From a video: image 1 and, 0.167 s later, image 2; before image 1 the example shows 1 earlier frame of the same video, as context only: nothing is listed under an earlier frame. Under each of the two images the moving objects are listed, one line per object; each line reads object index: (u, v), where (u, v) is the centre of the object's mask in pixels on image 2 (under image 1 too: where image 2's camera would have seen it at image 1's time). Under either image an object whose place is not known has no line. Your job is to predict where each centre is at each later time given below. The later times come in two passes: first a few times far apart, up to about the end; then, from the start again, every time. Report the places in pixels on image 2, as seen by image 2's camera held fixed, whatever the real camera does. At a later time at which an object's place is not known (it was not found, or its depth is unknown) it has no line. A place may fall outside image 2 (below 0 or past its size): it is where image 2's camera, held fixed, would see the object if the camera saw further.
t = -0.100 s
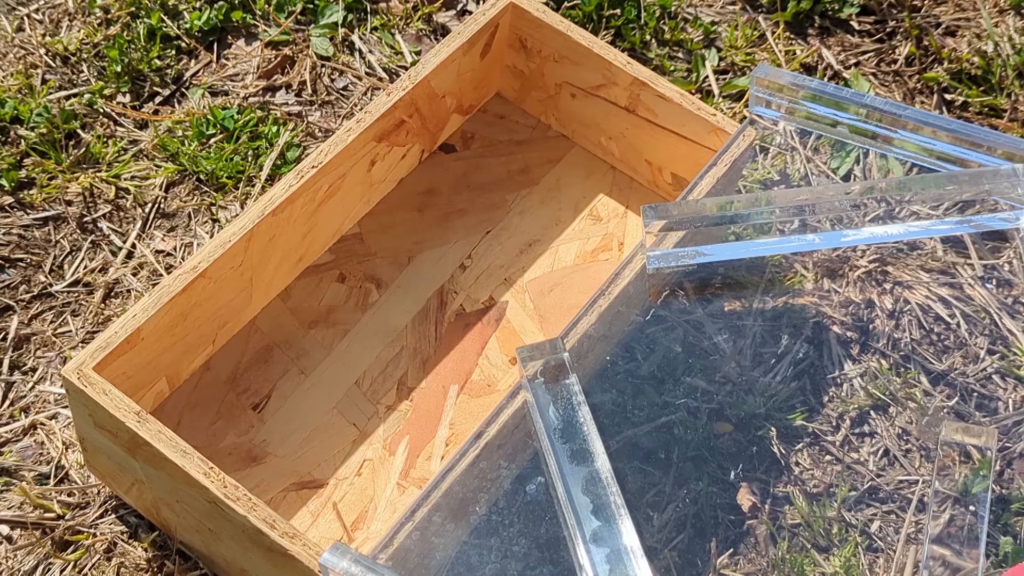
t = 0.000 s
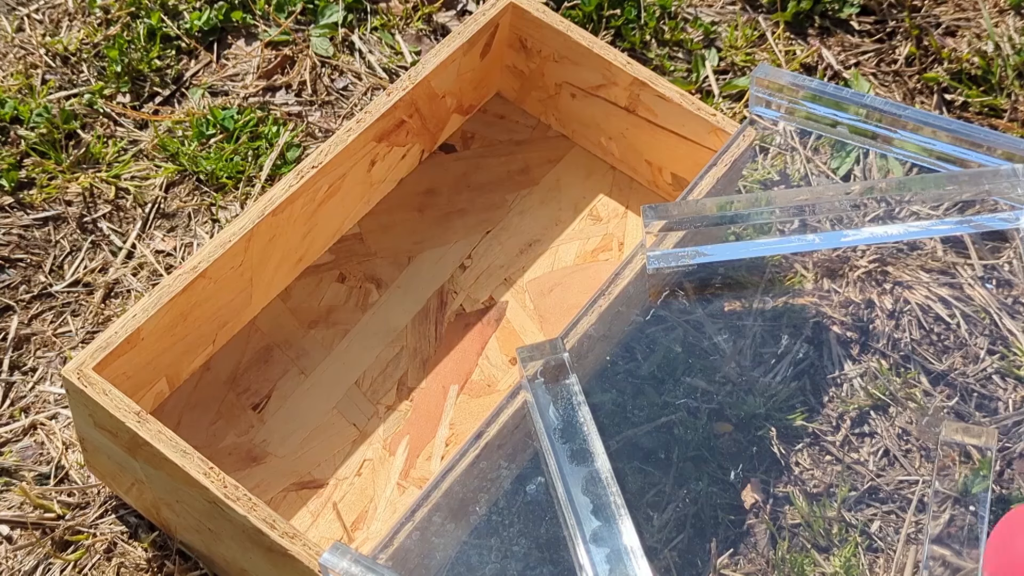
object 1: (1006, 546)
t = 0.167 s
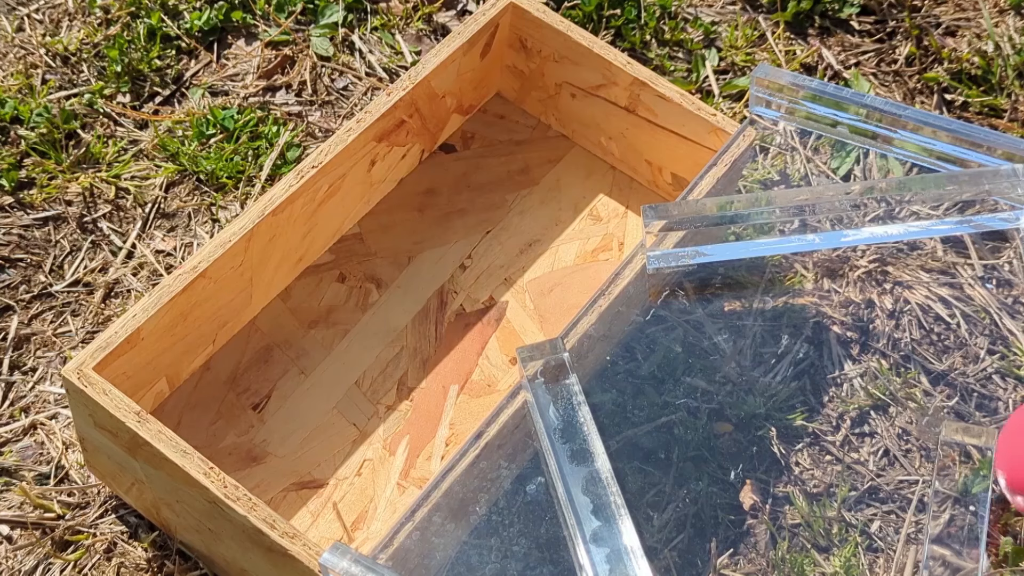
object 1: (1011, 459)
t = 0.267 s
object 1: (1012, 392)
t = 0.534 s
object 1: (936, 245)
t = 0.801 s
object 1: (701, 261)
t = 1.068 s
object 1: (370, 363)
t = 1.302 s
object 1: (206, 403)
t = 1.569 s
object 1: (276, 386)
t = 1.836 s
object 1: (418, 431)
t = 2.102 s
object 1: (435, 415)
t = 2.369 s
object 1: (444, 406)
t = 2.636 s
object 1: (434, 416)
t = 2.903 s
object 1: (424, 427)
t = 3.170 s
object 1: (413, 440)
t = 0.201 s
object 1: (1013, 437)
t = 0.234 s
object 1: (1013, 414)
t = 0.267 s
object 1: (1012, 392)
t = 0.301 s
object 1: (1009, 368)
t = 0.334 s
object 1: (1005, 345)
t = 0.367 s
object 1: (998, 320)
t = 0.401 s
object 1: (990, 296)
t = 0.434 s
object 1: (980, 271)
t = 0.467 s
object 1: (966, 246)
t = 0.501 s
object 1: (950, 231)
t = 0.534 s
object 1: (936, 245)
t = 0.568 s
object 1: (917, 250)
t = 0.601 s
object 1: (894, 252)
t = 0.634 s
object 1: (868, 253)
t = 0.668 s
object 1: (839, 252)
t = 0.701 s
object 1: (807, 251)
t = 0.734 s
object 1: (774, 253)
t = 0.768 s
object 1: (738, 256)
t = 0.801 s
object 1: (701, 261)
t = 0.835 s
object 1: (661, 265)
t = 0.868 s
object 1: (619, 270)
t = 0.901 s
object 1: (573, 273)
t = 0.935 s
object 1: (527, 283)
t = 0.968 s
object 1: (480, 311)
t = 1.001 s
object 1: (437, 355)
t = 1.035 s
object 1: (403, 356)
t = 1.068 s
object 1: (370, 363)
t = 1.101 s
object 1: (338, 372)
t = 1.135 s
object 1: (308, 380)
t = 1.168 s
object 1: (277, 388)
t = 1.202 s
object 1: (247, 398)
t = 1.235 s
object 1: (221, 407)
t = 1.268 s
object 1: (203, 411)
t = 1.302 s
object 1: (206, 403)
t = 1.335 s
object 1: (210, 398)
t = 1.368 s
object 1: (213, 394)
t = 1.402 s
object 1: (219, 389)
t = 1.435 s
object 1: (228, 385)
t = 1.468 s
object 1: (238, 384)
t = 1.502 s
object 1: (249, 383)
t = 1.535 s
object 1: (262, 384)
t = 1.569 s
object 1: (276, 386)
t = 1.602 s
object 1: (293, 389)
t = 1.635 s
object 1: (309, 393)
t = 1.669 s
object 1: (328, 400)
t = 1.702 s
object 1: (348, 407)
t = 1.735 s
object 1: (370, 416)
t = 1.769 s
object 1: (394, 426)
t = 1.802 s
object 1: (415, 433)
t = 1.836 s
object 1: (418, 431)
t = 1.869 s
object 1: (422, 429)
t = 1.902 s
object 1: (425, 427)
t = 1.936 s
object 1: (426, 425)
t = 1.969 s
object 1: (428, 423)
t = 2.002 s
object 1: (430, 421)
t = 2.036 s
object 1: (431, 419)
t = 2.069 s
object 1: (433, 417)
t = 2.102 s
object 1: (435, 415)
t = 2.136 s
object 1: (438, 412)
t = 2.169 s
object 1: (440, 410)
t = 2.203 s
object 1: (442, 408)
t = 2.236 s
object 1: (442, 407)
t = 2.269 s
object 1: (443, 406)
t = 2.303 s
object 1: (443, 406)
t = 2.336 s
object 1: (444, 406)
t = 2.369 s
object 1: (444, 406)
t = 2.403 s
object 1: (443, 406)
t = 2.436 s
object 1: (443, 406)
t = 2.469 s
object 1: (443, 407)
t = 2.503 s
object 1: (442, 408)
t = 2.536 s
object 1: (441, 409)
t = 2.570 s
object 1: (439, 411)
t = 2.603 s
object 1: (436, 414)
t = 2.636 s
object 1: (434, 416)
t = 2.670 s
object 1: (433, 418)
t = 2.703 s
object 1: (431, 419)
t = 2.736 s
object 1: (430, 420)
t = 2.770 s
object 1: (429, 422)
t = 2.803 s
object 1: (428, 423)
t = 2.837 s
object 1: (426, 425)
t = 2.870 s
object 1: (425, 426)
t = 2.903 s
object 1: (424, 427)
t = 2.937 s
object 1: (423, 429)
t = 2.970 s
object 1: (421, 430)
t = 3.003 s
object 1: (420, 432)
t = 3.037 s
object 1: (419, 433)
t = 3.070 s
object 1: (418, 434)
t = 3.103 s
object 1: (416, 436)
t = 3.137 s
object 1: (415, 438)
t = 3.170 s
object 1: (413, 440)
